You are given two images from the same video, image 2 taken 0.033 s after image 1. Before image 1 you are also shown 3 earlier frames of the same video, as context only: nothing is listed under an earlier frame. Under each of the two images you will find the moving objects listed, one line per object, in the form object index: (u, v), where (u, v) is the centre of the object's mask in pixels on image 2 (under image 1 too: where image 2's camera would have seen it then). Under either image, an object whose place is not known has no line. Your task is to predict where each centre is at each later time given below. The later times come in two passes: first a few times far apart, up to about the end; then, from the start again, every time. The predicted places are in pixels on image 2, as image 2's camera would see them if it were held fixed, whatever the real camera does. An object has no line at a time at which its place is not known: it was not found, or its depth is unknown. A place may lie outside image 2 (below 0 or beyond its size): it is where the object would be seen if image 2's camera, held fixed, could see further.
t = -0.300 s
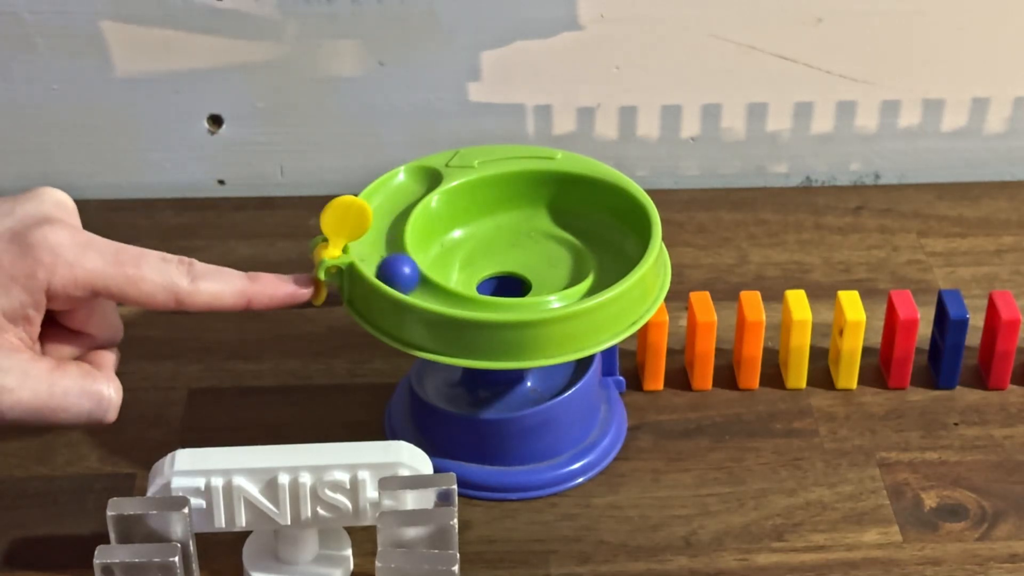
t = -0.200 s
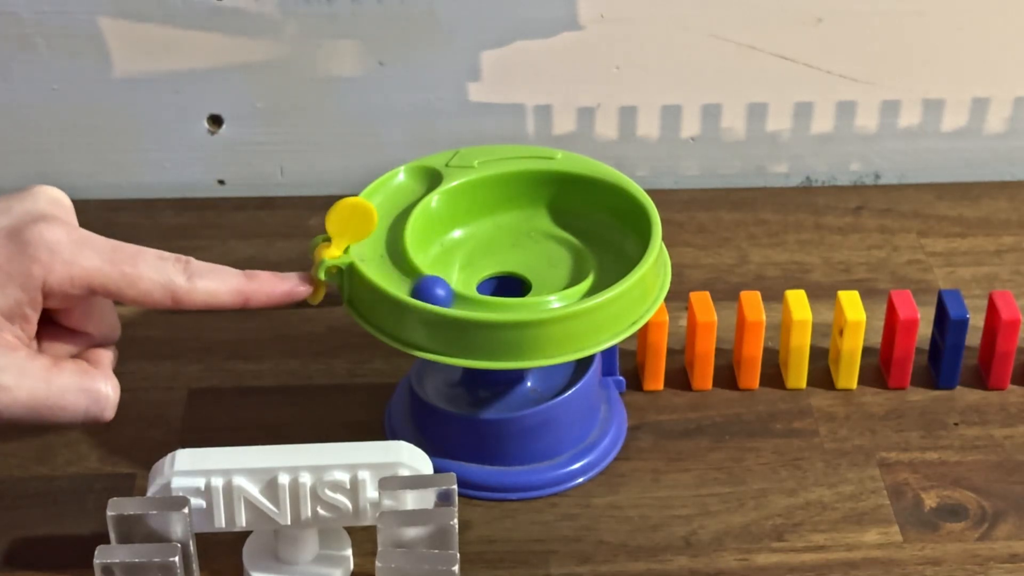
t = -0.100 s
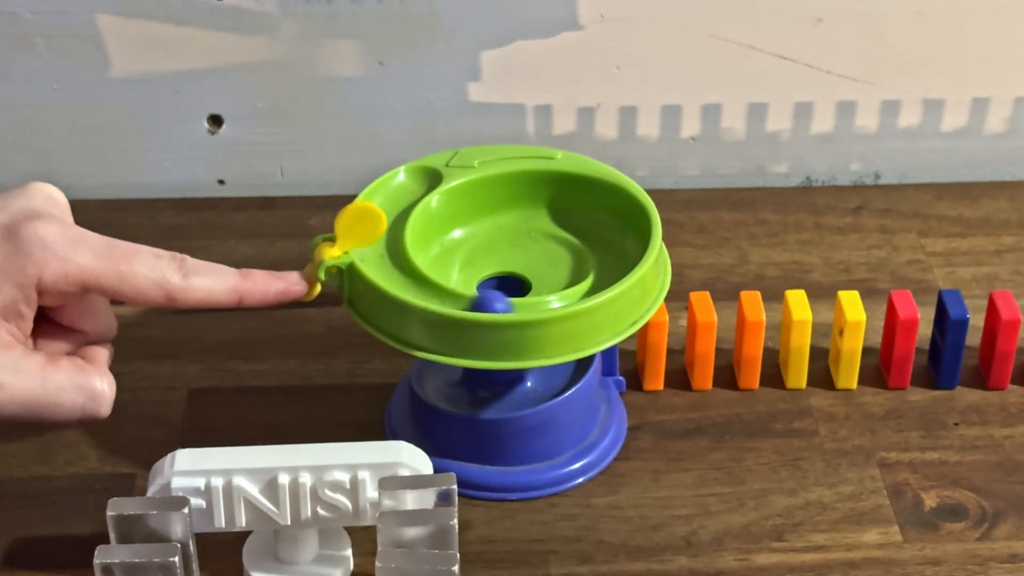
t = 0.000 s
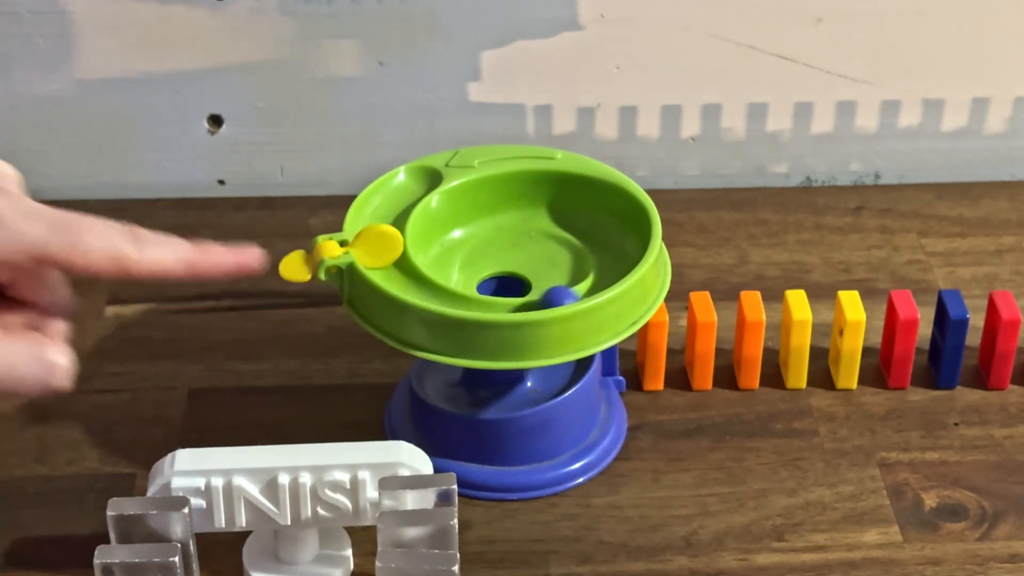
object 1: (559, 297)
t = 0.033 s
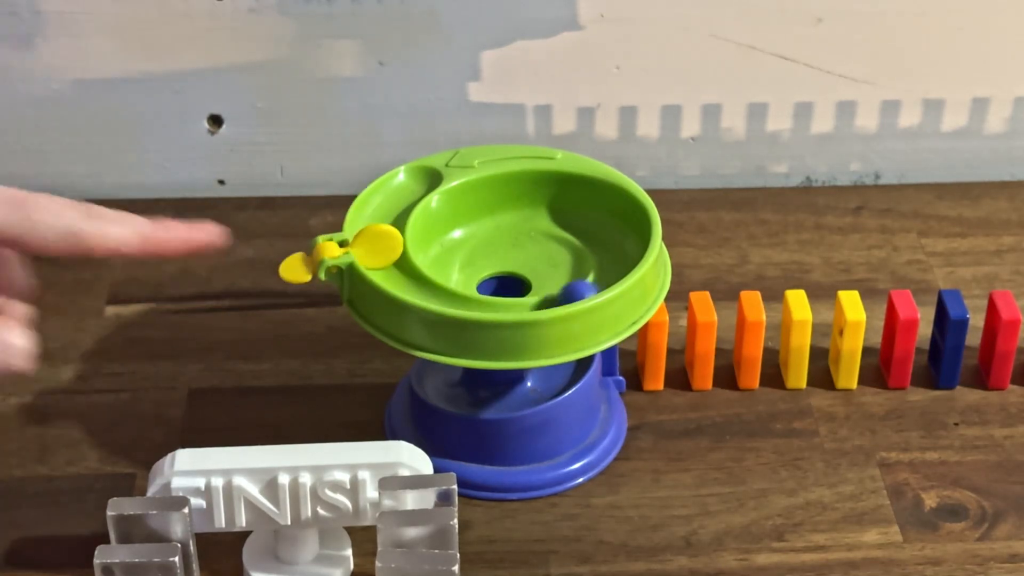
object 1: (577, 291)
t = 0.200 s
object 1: (627, 247)
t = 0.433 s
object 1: (510, 217)
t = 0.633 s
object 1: (459, 279)
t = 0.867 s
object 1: (562, 271)
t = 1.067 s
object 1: (503, 242)
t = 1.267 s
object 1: (447, 269)
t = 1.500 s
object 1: (521, 285)
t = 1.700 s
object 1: (540, 256)
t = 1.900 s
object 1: (474, 274)
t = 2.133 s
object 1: (506, 286)
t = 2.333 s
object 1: (517, 267)
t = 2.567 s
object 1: (501, 284)
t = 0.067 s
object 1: (596, 283)
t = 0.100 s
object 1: (608, 275)
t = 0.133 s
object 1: (616, 268)
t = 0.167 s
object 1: (624, 258)
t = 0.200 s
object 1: (627, 247)
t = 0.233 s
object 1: (620, 235)
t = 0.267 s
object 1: (608, 225)
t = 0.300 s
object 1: (589, 217)
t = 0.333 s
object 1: (571, 213)
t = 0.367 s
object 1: (553, 210)
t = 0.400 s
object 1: (533, 210)
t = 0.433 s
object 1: (510, 217)
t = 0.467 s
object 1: (487, 228)
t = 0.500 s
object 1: (467, 240)
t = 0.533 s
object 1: (447, 254)
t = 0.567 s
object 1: (438, 261)
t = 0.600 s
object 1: (447, 270)
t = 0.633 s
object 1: (459, 279)
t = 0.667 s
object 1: (475, 285)
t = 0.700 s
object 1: (495, 288)
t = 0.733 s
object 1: (513, 288)
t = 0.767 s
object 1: (529, 287)
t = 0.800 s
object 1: (546, 282)
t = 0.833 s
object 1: (557, 277)
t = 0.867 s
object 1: (562, 271)
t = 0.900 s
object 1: (563, 264)
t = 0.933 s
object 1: (558, 255)
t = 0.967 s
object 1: (548, 248)
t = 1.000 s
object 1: (535, 244)
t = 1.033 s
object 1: (520, 242)
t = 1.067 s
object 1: (503, 242)
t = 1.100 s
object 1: (487, 244)
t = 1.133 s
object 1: (472, 249)
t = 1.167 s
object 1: (459, 254)
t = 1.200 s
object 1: (450, 260)
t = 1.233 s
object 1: (447, 265)
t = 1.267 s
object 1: (447, 269)
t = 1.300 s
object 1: (451, 274)
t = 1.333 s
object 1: (459, 278)
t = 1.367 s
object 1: (469, 282)
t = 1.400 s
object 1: (482, 285)
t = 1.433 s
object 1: (496, 286)
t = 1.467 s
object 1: (510, 285)
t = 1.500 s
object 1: (521, 285)
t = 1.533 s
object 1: (533, 282)
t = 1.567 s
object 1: (542, 278)
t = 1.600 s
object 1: (547, 274)
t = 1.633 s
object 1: (549, 267)
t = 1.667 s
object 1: (546, 261)
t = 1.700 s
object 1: (540, 256)
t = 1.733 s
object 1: (530, 253)
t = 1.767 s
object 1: (517, 253)
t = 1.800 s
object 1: (502, 255)
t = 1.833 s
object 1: (488, 260)
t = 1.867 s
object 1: (478, 266)
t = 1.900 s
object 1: (474, 274)
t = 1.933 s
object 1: (473, 277)
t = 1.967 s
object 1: (475, 280)
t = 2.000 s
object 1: (479, 282)
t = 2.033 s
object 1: (484, 284)
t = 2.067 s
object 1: (491, 286)
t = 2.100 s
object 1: (498, 286)
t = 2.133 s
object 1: (506, 286)
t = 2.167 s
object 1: (512, 285)
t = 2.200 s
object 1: (519, 283)
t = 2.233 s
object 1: (524, 281)
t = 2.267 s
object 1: (526, 277)
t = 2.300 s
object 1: (525, 272)
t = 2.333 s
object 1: (517, 267)
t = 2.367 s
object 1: (499, 269)
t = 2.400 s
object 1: (493, 277)
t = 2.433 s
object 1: (503, 280)
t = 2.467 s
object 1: (514, 278)
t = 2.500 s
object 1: (518, 274)
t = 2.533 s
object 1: (507, 273)
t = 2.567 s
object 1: (501, 284)
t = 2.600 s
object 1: (512, 288)
